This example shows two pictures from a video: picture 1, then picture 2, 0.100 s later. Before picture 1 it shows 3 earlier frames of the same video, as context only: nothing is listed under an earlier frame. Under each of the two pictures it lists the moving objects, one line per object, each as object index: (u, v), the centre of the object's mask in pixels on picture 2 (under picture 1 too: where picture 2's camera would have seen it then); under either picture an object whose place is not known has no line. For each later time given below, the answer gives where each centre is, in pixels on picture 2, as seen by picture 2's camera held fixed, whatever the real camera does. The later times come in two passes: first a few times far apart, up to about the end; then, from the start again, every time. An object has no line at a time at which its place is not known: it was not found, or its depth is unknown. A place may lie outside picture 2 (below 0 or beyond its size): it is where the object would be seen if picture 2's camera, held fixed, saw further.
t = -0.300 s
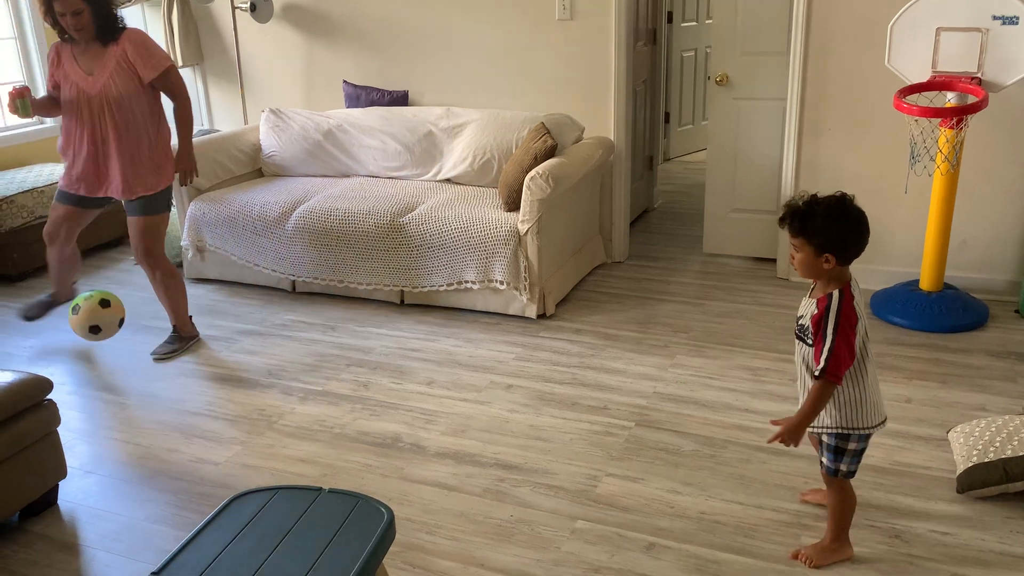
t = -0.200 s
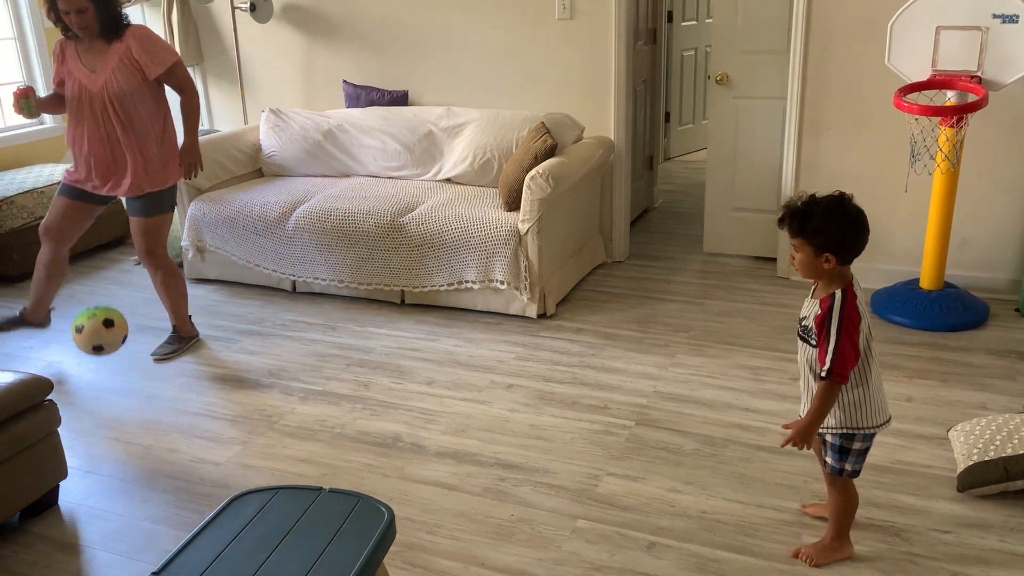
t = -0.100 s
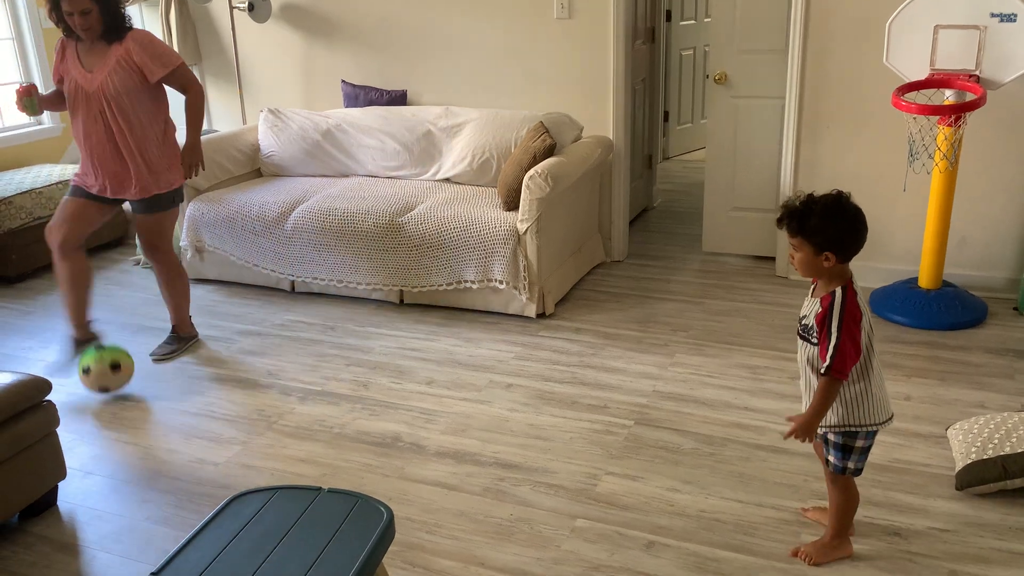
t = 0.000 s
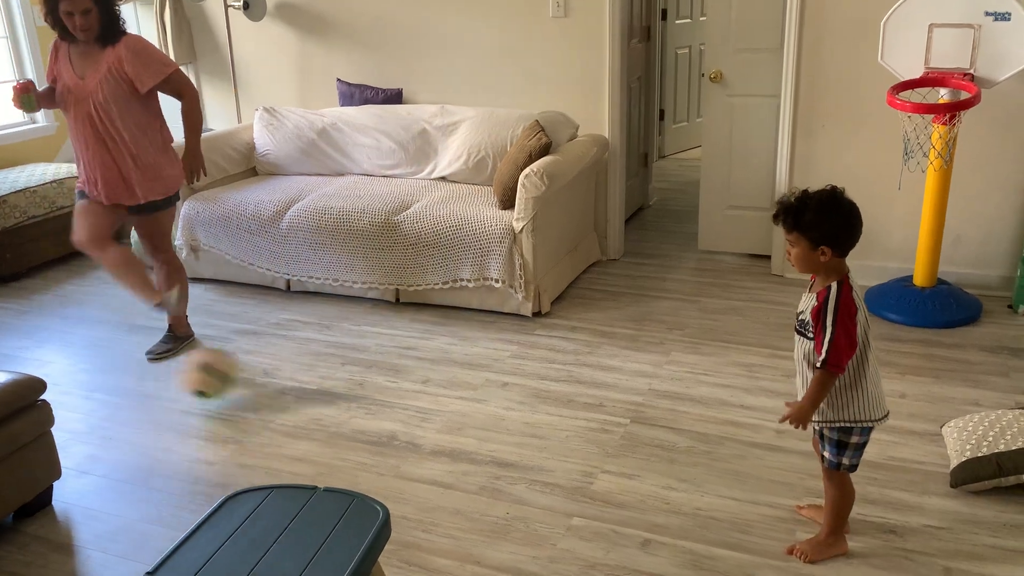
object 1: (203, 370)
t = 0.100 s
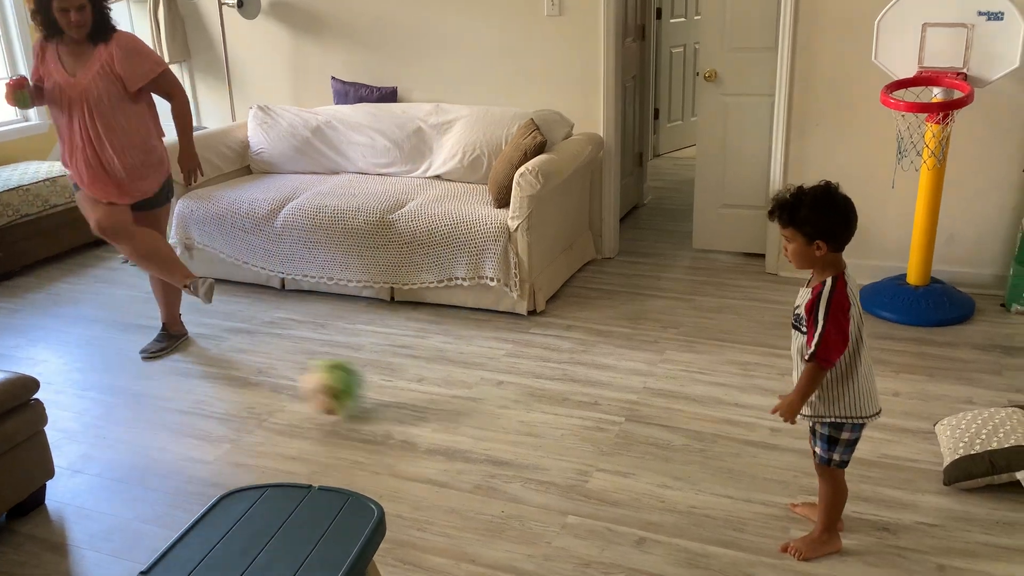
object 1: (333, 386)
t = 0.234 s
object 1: (505, 395)
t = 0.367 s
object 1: (691, 420)
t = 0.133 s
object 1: (380, 398)
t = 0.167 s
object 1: (421, 401)
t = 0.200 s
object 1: (462, 396)
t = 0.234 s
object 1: (505, 395)
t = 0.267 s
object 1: (552, 394)
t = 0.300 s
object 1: (597, 399)
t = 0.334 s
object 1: (644, 408)
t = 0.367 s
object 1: (691, 420)
